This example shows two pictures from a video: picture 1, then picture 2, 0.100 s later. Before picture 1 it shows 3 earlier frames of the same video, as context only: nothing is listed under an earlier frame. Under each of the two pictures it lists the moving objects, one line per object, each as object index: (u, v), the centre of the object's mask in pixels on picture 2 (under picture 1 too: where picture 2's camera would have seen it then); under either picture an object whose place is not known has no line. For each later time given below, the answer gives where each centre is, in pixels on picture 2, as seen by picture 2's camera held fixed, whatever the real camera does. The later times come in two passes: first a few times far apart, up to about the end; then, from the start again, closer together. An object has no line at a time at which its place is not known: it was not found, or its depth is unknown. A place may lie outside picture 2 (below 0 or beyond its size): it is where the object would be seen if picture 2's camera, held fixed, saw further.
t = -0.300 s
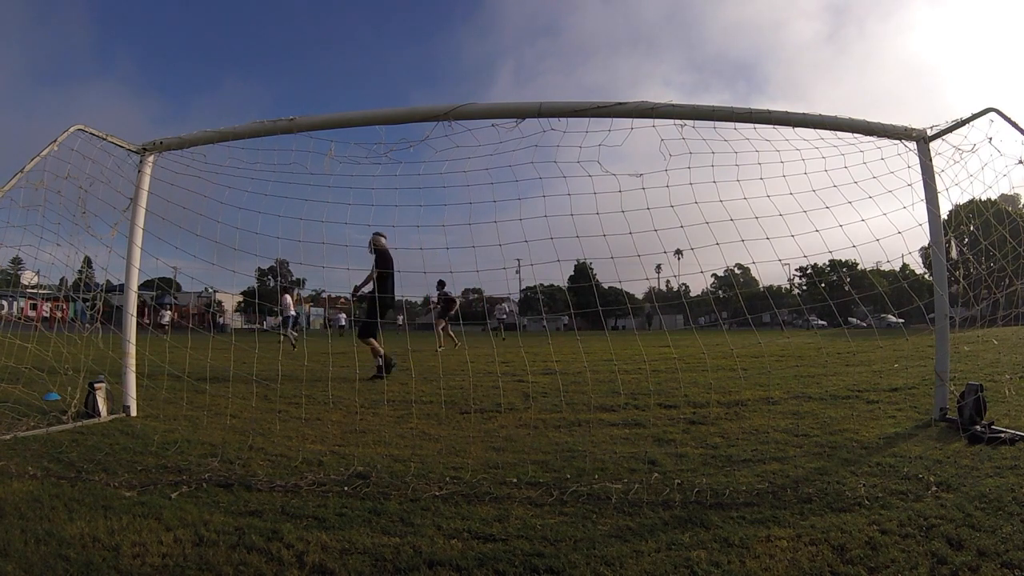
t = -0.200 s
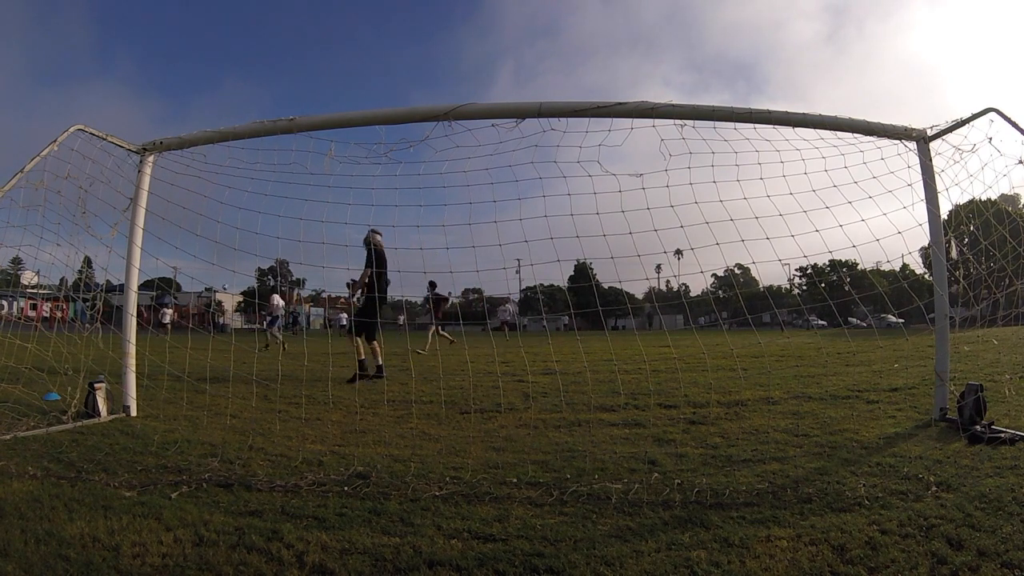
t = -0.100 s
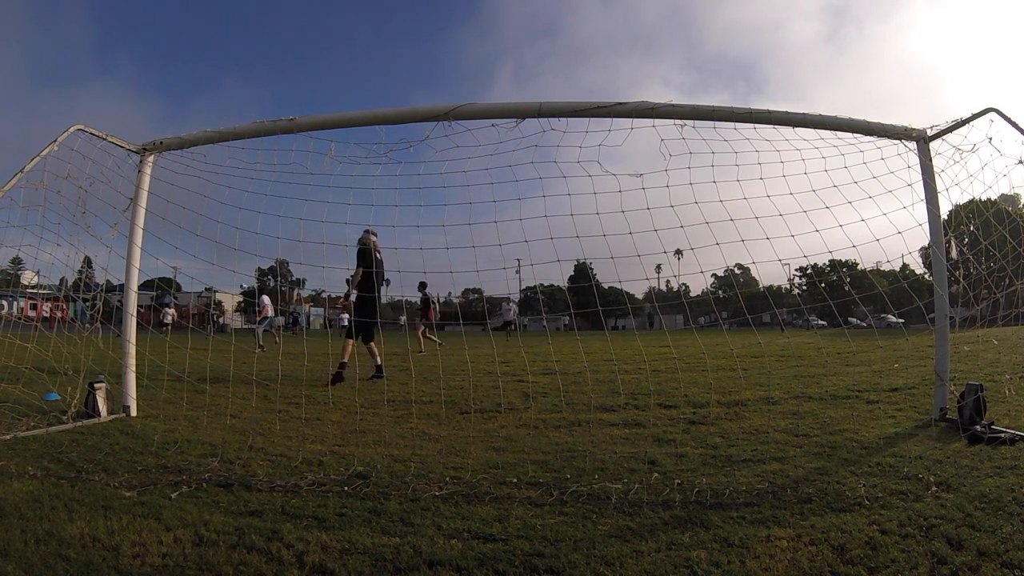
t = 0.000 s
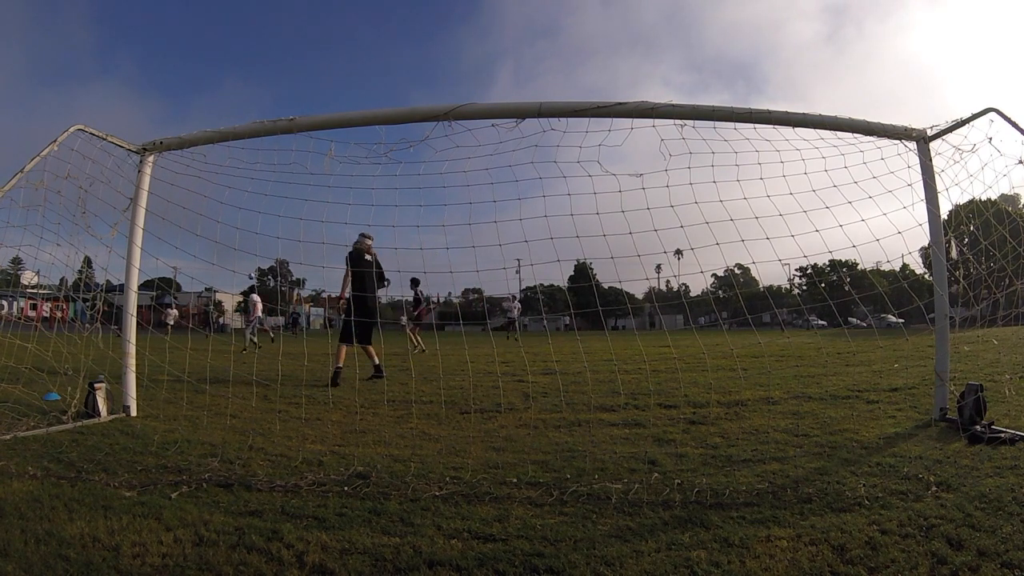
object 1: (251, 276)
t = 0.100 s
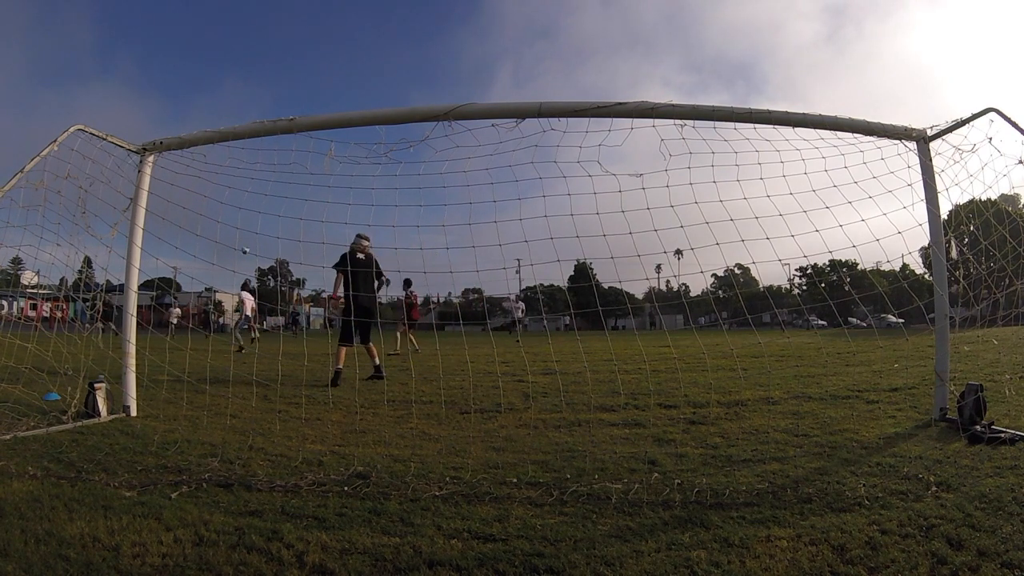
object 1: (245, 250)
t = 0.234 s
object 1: (237, 216)
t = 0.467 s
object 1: (222, 167)
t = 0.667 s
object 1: (206, 128)
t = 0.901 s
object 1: (180, 104)
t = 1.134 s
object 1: (136, 104)
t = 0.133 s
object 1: (243, 241)
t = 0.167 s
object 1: (241, 234)
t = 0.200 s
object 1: (239, 225)
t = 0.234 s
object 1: (237, 216)
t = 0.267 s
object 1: (234, 210)
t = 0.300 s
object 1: (233, 202)
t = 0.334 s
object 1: (230, 194)
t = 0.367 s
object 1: (228, 188)
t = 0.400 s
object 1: (226, 181)
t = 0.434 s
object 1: (224, 173)
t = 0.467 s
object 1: (222, 167)
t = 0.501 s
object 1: (219, 160)
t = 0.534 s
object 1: (217, 154)
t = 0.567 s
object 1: (214, 148)
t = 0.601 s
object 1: (212, 145)
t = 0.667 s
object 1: (206, 128)
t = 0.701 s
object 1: (203, 126)
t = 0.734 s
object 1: (200, 122)
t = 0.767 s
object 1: (196, 117)
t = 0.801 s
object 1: (193, 113)
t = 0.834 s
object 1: (189, 110)
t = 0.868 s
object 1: (184, 107)
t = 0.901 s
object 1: (180, 104)
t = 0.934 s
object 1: (175, 102)
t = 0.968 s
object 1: (170, 100)
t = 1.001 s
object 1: (165, 100)
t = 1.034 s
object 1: (158, 99)
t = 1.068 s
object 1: (152, 100)
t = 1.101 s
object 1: (144, 101)
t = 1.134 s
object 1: (136, 104)
